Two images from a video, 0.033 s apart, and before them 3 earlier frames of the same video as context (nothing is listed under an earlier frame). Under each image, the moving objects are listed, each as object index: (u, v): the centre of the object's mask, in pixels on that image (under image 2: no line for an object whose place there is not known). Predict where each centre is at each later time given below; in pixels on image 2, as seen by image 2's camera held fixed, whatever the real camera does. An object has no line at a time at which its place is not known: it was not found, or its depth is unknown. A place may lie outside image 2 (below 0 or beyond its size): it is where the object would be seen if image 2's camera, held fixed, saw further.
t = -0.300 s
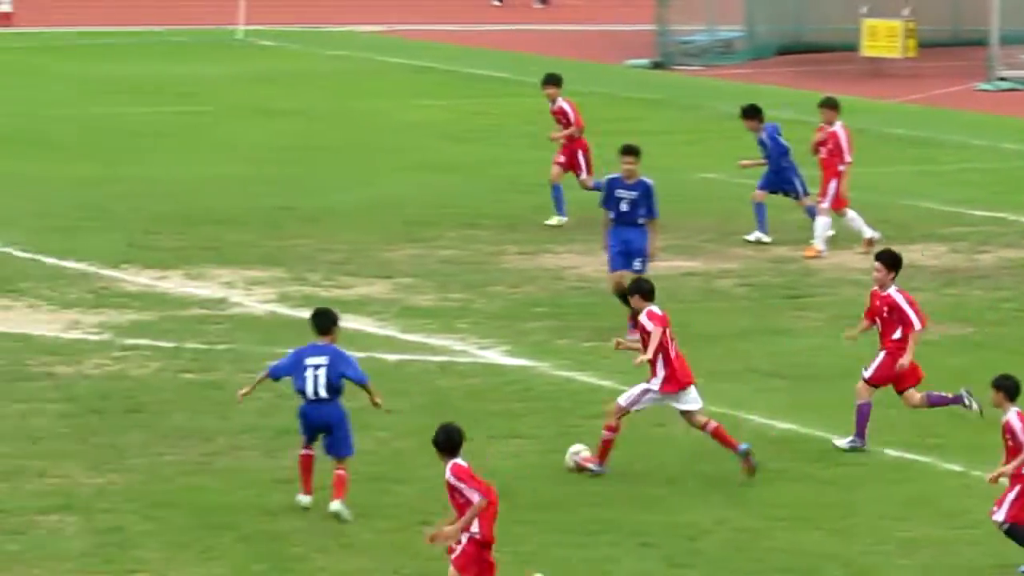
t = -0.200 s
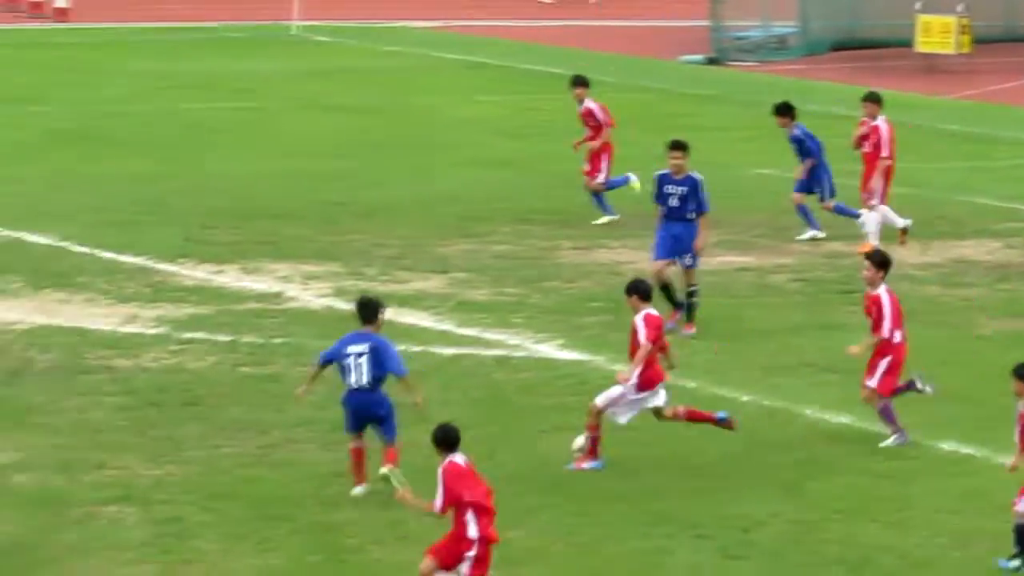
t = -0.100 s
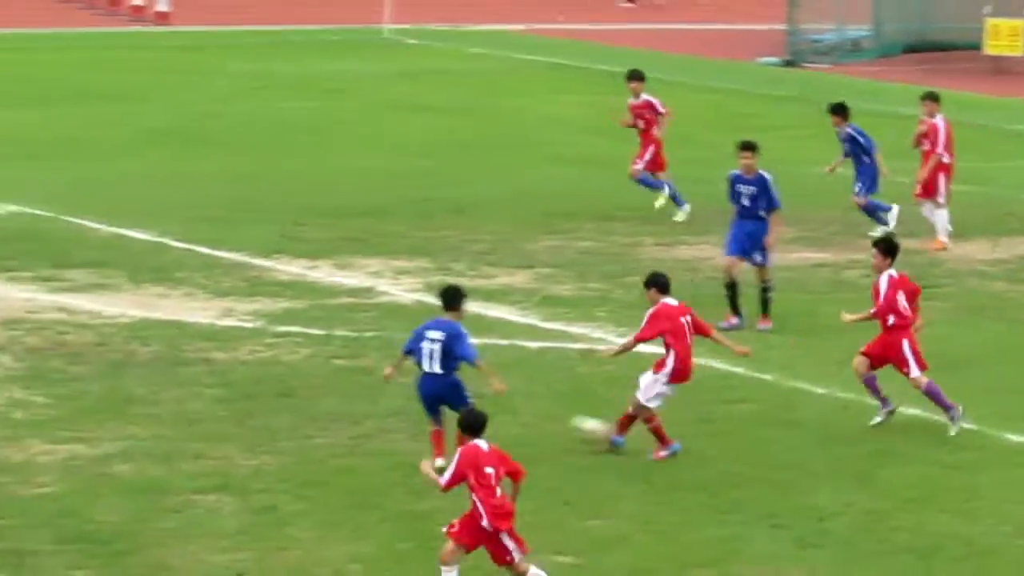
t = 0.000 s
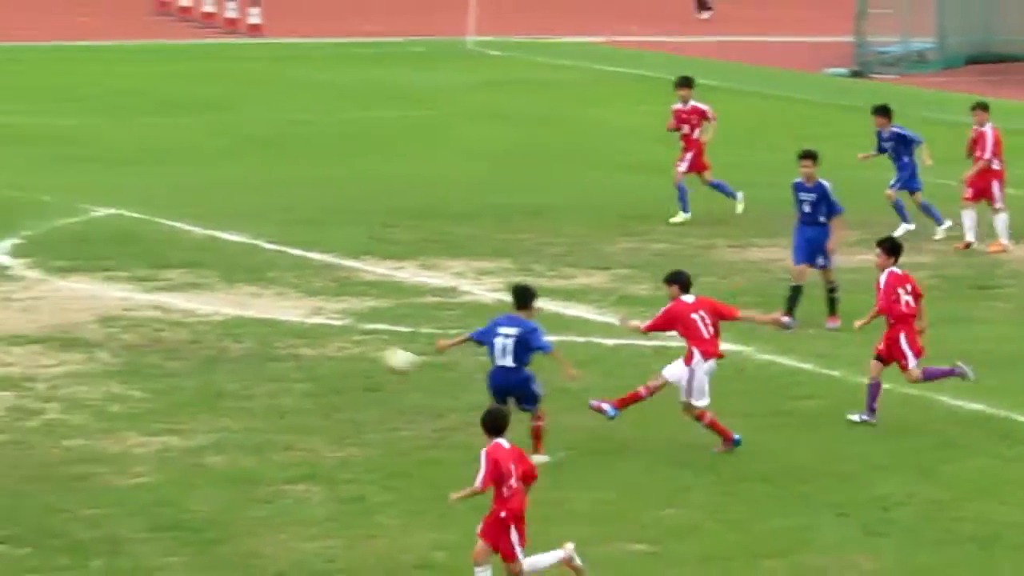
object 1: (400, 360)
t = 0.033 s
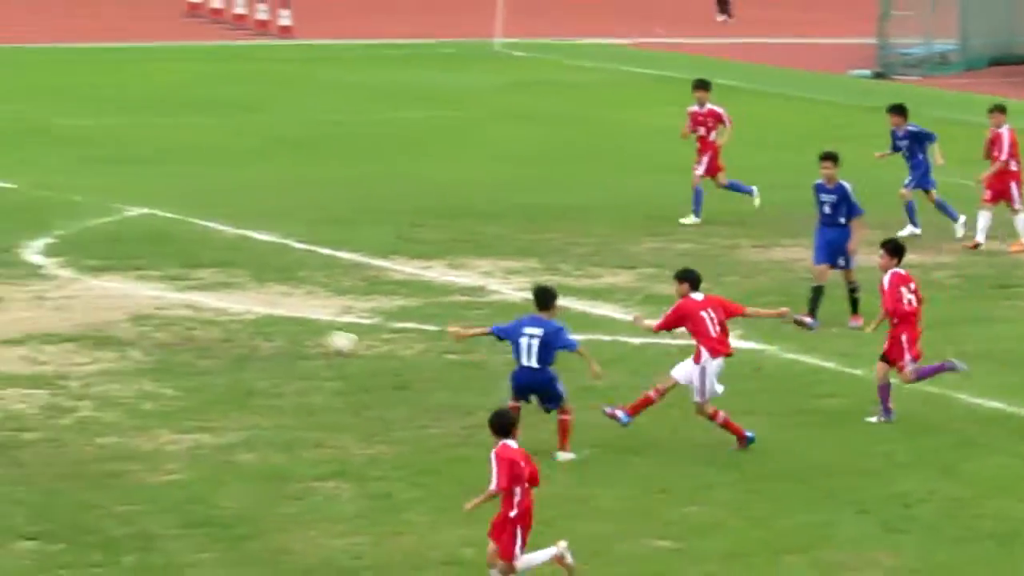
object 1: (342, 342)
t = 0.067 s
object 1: (254, 328)
